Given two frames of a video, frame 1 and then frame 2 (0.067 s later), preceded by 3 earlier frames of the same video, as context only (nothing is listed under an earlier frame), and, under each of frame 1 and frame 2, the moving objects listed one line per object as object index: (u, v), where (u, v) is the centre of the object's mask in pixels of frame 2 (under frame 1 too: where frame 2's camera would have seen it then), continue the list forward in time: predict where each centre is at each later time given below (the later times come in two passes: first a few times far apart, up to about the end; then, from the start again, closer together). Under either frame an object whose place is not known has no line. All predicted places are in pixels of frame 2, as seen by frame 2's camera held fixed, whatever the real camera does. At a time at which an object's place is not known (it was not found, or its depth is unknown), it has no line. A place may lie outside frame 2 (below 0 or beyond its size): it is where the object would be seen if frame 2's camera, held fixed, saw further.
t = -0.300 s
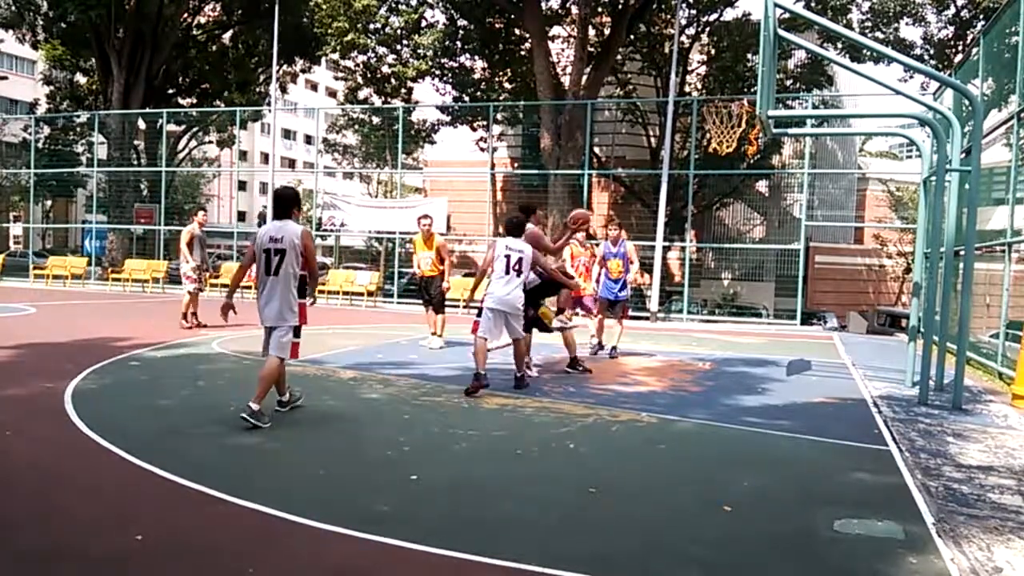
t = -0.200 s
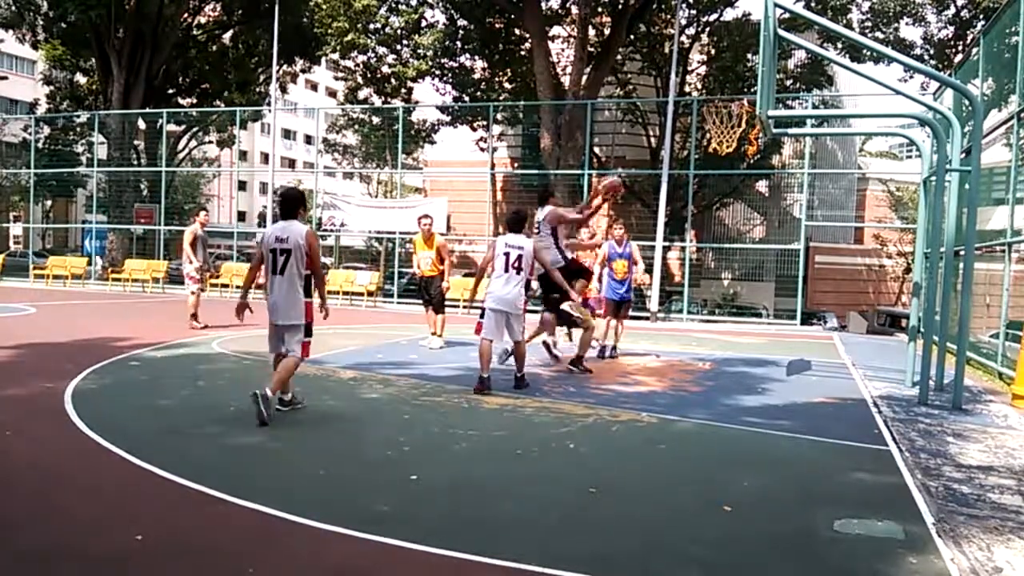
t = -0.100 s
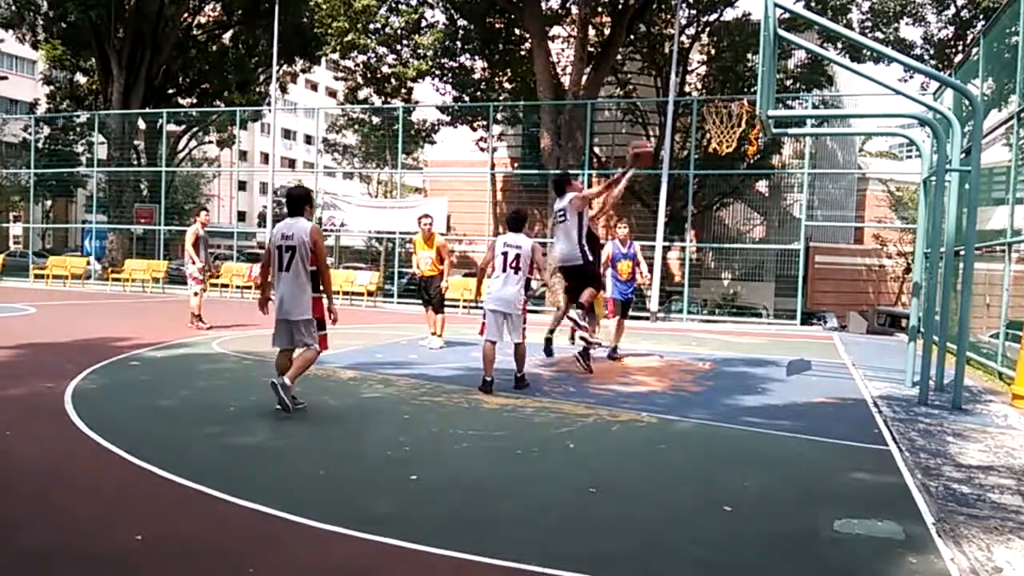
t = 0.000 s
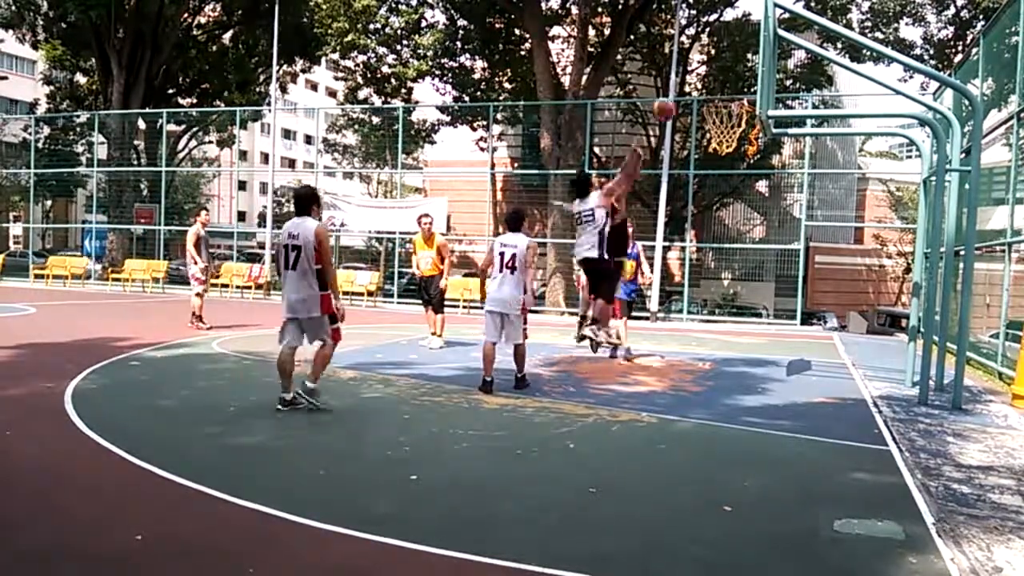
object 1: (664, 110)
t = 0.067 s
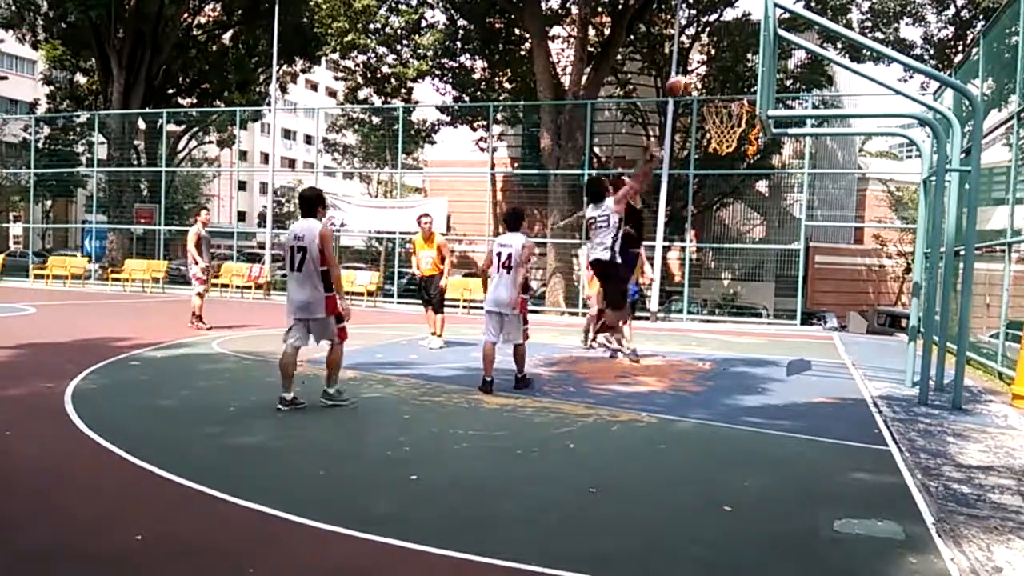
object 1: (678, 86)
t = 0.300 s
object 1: (724, 40)
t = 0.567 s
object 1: (743, 43)
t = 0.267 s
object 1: (715, 43)
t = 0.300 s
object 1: (724, 40)
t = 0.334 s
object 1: (729, 39)
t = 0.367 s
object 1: (734, 38)
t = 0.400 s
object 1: (739, 39)
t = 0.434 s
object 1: (744, 38)
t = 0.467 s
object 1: (749, 40)
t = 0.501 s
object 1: (748, 40)
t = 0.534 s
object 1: (745, 41)
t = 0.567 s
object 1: (743, 43)
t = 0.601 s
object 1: (739, 45)
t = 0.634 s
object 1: (734, 52)
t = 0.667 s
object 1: (731, 56)
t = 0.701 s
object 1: (727, 62)
